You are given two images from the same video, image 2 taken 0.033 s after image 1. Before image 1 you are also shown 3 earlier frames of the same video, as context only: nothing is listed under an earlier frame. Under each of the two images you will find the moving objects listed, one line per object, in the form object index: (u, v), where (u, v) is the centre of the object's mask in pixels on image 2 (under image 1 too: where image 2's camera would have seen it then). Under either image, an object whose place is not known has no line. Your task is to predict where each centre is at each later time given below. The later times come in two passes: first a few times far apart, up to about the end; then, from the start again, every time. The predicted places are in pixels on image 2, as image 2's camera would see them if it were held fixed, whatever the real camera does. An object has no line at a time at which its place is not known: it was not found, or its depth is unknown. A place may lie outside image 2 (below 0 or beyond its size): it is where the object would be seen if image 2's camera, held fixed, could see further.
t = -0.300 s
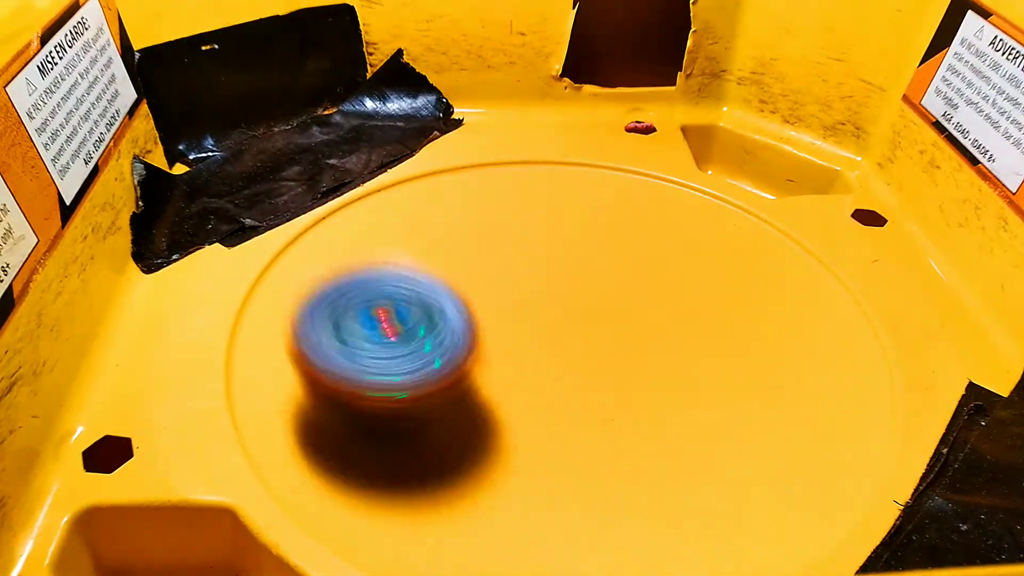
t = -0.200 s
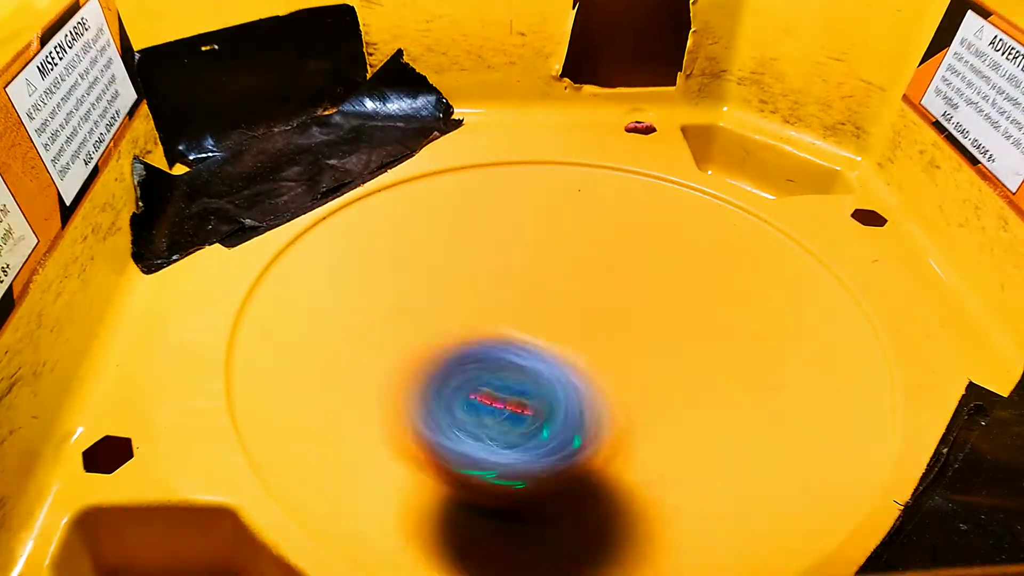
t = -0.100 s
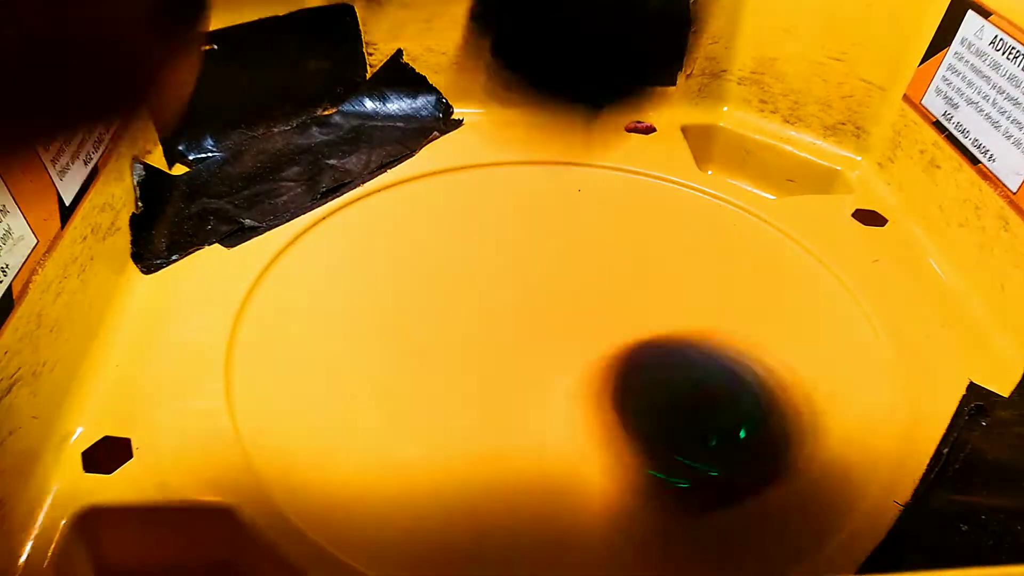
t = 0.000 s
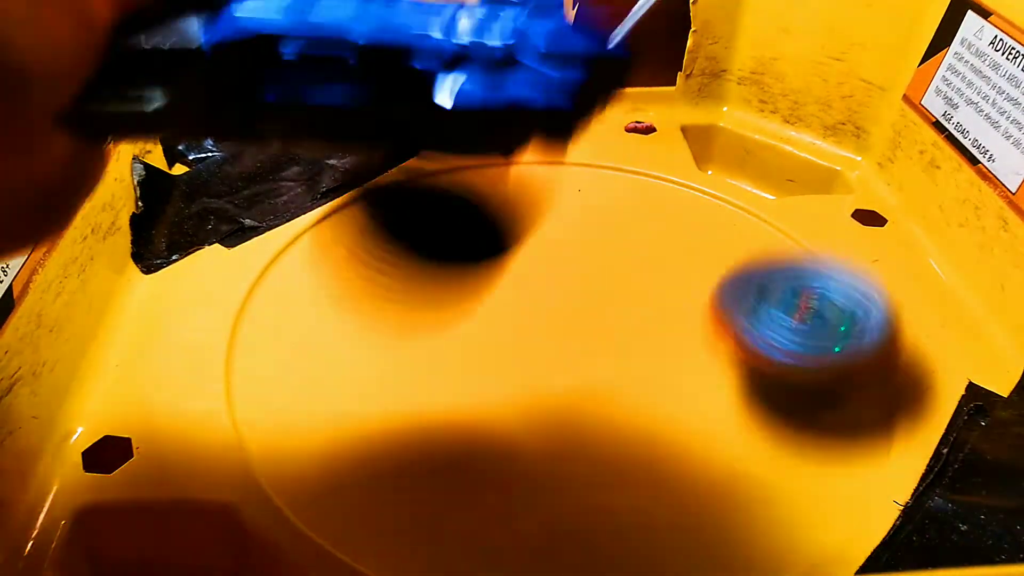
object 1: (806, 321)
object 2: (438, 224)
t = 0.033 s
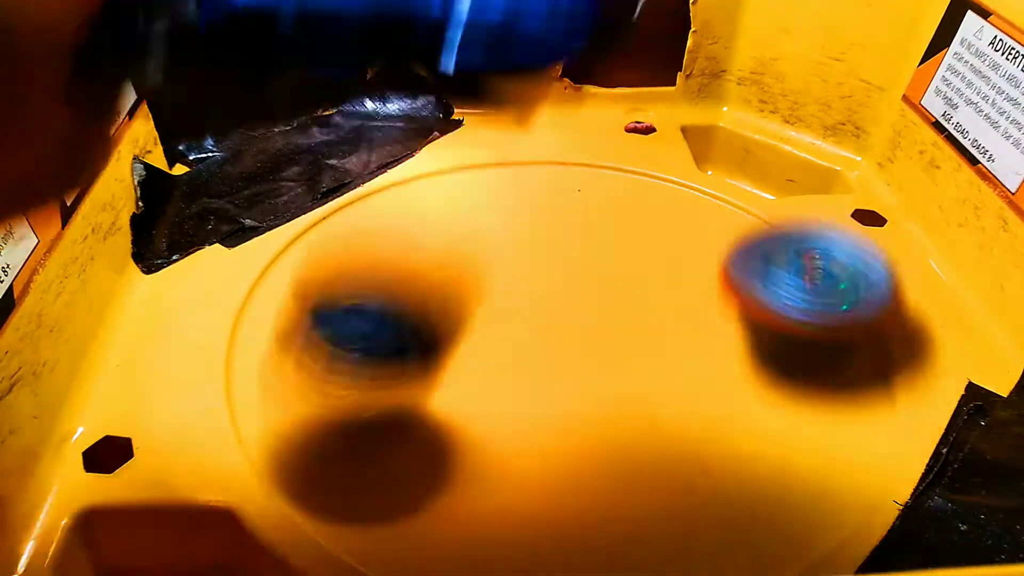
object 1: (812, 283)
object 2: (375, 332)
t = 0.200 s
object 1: (687, 134)
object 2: (351, 364)
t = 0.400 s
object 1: (359, 142)
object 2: (489, 385)
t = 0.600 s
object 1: (328, 463)
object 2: (531, 307)
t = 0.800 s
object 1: (910, 334)
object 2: (442, 269)
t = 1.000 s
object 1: (527, 110)
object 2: (447, 317)
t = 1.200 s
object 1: (313, 451)
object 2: (575, 291)
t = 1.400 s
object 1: (905, 325)
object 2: (539, 227)
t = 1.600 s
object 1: (502, 106)
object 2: (495, 264)
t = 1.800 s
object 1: (327, 461)
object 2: (619, 318)
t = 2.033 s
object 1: (877, 255)
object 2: (660, 242)
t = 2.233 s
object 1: (418, 117)
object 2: (557, 252)
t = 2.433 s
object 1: (405, 491)
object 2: (586, 361)
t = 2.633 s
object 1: (902, 305)
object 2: (722, 343)
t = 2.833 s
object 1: (796, 121)
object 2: (612, 250)
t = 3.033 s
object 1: (832, 131)
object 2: (490, 296)
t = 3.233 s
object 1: (757, 76)
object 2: (557, 387)
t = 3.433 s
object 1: (778, 131)
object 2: (655, 338)
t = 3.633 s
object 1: (771, 138)
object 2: (588, 298)
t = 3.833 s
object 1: (710, 89)
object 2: (546, 309)
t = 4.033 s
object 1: (848, 126)
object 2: (548, 335)
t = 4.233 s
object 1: (888, 231)
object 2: (586, 330)
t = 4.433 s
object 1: (672, 404)
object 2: (562, 295)
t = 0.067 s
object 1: (806, 249)
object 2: (342, 374)
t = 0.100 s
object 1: (784, 213)
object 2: (334, 348)
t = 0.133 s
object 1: (759, 185)
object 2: (333, 340)
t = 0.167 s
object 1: (727, 157)
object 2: (341, 356)
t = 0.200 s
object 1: (687, 134)
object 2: (351, 364)
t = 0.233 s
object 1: (644, 119)
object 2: (368, 365)
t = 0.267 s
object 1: (596, 111)
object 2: (388, 367)
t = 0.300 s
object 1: (540, 111)
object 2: (415, 372)
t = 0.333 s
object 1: (483, 116)
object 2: (445, 379)
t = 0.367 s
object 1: (411, 126)
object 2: (471, 386)
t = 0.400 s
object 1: (359, 142)
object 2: (489, 385)
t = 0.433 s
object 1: (310, 167)
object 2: (510, 378)
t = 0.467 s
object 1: (265, 204)
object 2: (525, 369)
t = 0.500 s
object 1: (236, 252)
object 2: (534, 355)
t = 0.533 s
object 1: (222, 311)
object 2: (540, 339)
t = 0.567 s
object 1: (255, 396)
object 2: (538, 324)
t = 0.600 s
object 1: (328, 463)
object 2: (531, 307)
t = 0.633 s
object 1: (440, 498)
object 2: (521, 293)
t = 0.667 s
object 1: (587, 512)
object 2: (505, 282)
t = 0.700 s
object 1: (731, 505)
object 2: (488, 274)
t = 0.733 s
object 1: (846, 473)
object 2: (473, 269)
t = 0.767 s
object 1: (901, 404)
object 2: (457, 268)
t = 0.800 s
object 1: (910, 334)
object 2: (442, 269)
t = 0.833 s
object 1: (889, 269)
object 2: (431, 272)
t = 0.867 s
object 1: (842, 216)
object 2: (424, 280)
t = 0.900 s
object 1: (775, 165)
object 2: (418, 289)
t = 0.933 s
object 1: (700, 134)
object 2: (421, 298)
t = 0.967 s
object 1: (617, 114)
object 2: (432, 308)
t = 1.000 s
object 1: (527, 110)
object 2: (447, 317)
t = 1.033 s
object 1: (425, 113)
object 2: (466, 322)
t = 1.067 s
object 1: (342, 144)
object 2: (491, 322)
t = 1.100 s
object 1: (276, 191)
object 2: (519, 321)
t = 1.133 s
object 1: (236, 258)
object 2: (542, 316)
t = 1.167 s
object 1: (237, 363)
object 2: (561, 306)
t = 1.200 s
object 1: (313, 451)
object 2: (575, 291)
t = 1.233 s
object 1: (442, 498)
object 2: (581, 277)
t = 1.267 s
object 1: (607, 513)
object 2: (581, 264)
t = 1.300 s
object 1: (746, 500)
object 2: (577, 251)
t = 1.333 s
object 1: (863, 453)
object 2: (568, 240)
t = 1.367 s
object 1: (908, 387)
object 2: (555, 233)
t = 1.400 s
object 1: (905, 325)
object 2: (539, 227)
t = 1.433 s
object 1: (878, 255)
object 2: (527, 224)
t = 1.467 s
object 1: (826, 203)
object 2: (516, 228)
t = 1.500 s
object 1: (757, 159)
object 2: (505, 234)
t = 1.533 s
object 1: (674, 125)
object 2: (495, 243)
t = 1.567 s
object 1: (589, 112)
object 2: (491, 252)
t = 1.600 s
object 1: (502, 106)
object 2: (495, 264)
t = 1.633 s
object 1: (394, 124)
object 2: (507, 281)
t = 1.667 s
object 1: (325, 153)
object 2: (519, 297)
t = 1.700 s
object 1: (267, 199)
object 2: (538, 308)
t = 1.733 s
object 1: (228, 265)
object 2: (565, 315)
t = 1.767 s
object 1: (243, 372)
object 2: (593, 318)
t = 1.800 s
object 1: (327, 461)
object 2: (619, 318)
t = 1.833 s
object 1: (462, 503)
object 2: (641, 311)
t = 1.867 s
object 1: (621, 511)
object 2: (661, 301)
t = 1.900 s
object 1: (758, 497)
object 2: (673, 289)
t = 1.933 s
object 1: (861, 454)
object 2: (677, 276)
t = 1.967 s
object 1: (903, 380)
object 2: (674, 263)
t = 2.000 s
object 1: (906, 316)
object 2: (666, 251)
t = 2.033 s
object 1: (877, 255)
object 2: (660, 242)
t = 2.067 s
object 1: (826, 206)
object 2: (651, 236)
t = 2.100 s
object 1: (753, 156)
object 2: (636, 235)
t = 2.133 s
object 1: (679, 124)
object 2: (612, 236)
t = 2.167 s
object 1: (598, 111)
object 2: (590, 239)
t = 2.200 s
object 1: (522, 109)
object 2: (572, 244)
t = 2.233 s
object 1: (418, 117)
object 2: (557, 252)
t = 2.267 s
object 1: (340, 145)
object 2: (548, 269)
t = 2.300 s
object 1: (278, 189)
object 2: (541, 290)
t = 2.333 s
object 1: (236, 245)
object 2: (537, 308)
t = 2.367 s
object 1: (224, 332)
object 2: (543, 326)
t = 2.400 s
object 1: (282, 429)
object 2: (561, 345)
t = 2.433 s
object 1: (405, 491)
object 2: (586, 361)
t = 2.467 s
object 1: (553, 507)
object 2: (612, 371)
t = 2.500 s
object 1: (689, 507)
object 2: (638, 372)
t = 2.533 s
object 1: (812, 483)
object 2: (666, 371)
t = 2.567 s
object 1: (877, 429)
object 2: (699, 370)
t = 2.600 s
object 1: (907, 364)
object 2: (721, 361)
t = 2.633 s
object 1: (902, 305)
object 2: (722, 343)
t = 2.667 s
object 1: (887, 251)
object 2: (706, 318)
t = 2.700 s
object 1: (865, 203)
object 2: (693, 298)
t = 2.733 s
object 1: (849, 165)
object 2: (679, 278)
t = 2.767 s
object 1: (833, 138)
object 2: (663, 264)
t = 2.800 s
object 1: (817, 126)
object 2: (640, 254)
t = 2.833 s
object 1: (796, 121)
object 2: (612, 250)
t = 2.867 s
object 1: (759, 122)
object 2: (586, 249)
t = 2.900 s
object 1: (763, 123)
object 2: (563, 252)
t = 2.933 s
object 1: (789, 131)
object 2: (537, 257)
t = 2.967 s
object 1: (810, 131)
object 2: (518, 265)
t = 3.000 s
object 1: (824, 131)
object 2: (502, 280)
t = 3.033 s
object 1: (832, 131)
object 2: (490, 296)
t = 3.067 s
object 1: (830, 131)
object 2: (481, 315)
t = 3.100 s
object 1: (819, 131)
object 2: (481, 332)
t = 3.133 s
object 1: (802, 131)
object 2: (491, 349)
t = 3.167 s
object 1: (776, 137)
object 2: (509, 365)
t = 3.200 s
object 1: (766, 101)
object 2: (535, 378)
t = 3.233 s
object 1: (757, 76)
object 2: (557, 387)
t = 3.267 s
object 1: (741, 69)
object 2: (582, 387)
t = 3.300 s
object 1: (717, 88)
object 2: (605, 381)
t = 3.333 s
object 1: (718, 95)
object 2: (625, 371)
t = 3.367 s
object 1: (728, 108)
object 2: (640, 360)
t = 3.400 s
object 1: (749, 122)
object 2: (653, 349)
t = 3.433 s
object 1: (778, 131)
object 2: (655, 338)
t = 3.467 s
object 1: (809, 130)
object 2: (649, 327)
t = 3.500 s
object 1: (836, 131)
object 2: (639, 318)
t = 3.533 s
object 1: (830, 131)
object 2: (628, 310)
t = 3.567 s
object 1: (815, 131)
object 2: (616, 304)
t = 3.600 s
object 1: (793, 133)
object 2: (602, 300)
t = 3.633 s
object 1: (771, 138)
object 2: (588, 298)
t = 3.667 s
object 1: (768, 102)
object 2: (577, 297)
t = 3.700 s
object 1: (749, 88)
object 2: (566, 295)
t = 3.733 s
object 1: (723, 91)
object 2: (558, 298)
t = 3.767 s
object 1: (715, 88)
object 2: (551, 300)
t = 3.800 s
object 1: (708, 89)
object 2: (548, 304)
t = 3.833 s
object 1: (710, 89)
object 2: (546, 309)
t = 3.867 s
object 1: (718, 94)
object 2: (545, 316)
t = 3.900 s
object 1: (731, 102)
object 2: (547, 322)
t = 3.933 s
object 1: (742, 125)
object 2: (548, 328)
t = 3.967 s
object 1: (778, 121)
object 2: (548, 333)
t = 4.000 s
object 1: (821, 112)
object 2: (546, 335)
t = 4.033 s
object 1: (848, 126)
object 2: (548, 335)
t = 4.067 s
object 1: (860, 143)
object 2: (554, 335)
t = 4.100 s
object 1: (868, 166)
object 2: (561, 337)
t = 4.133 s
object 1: (874, 178)
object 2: (569, 337)
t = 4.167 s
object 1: (883, 194)
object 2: (577, 336)
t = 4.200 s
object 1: (887, 214)
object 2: (582, 334)
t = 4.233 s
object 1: (888, 231)
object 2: (586, 330)
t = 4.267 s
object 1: (878, 259)
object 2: (588, 326)
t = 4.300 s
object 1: (856, 294)
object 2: (588, 322)
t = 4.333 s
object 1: (814, 320)
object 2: (587, 318)
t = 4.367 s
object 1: (770, 349)
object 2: (585, 313)
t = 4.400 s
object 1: (712, 383)
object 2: (575, 305)
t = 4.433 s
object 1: (672, 404)
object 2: (562, 295)
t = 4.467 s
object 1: (618, 441)
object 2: (549, 288)
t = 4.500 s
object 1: (568, 476)
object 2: (537, 283)
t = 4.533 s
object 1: (514, 497)
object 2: (524, 280)
